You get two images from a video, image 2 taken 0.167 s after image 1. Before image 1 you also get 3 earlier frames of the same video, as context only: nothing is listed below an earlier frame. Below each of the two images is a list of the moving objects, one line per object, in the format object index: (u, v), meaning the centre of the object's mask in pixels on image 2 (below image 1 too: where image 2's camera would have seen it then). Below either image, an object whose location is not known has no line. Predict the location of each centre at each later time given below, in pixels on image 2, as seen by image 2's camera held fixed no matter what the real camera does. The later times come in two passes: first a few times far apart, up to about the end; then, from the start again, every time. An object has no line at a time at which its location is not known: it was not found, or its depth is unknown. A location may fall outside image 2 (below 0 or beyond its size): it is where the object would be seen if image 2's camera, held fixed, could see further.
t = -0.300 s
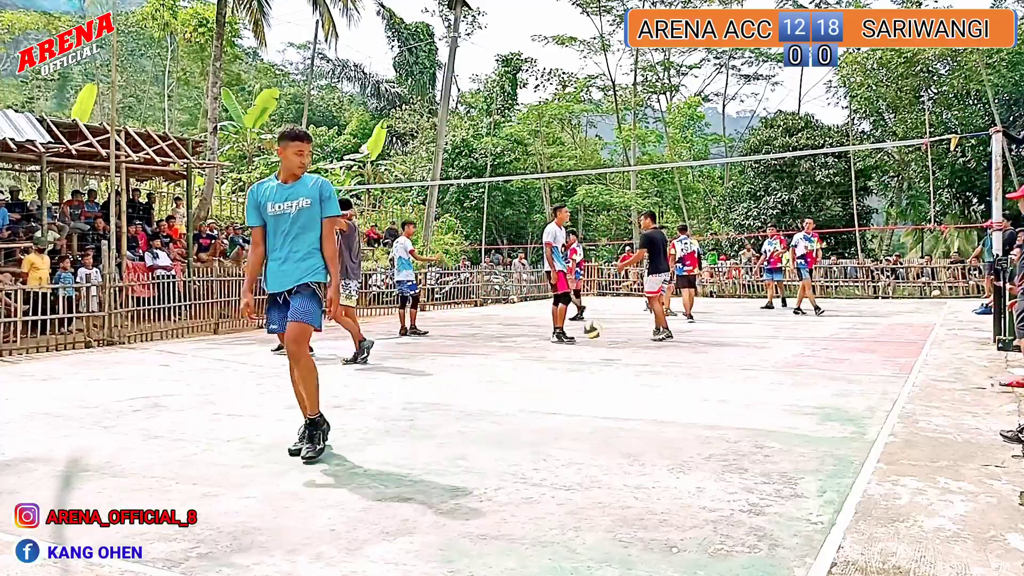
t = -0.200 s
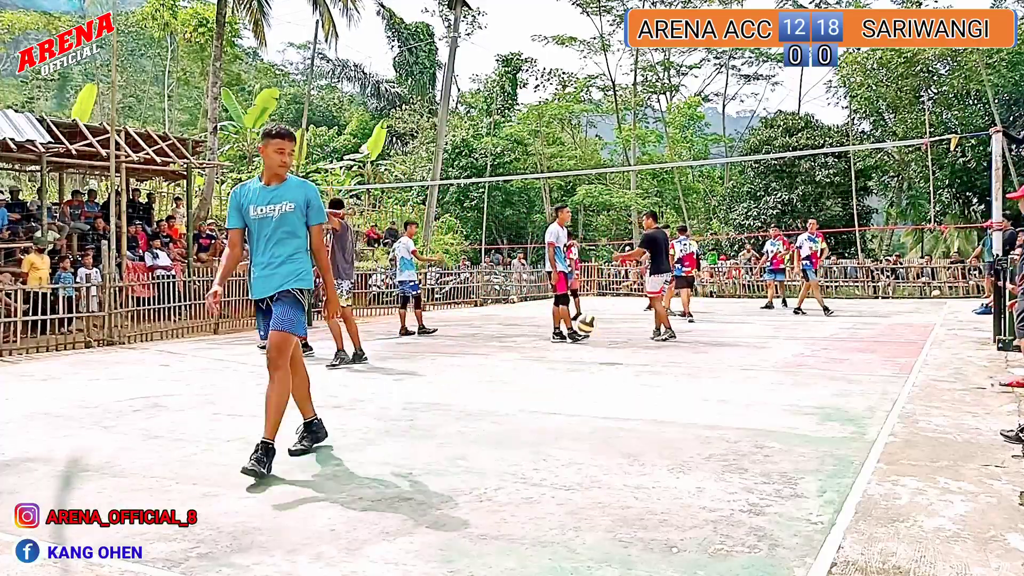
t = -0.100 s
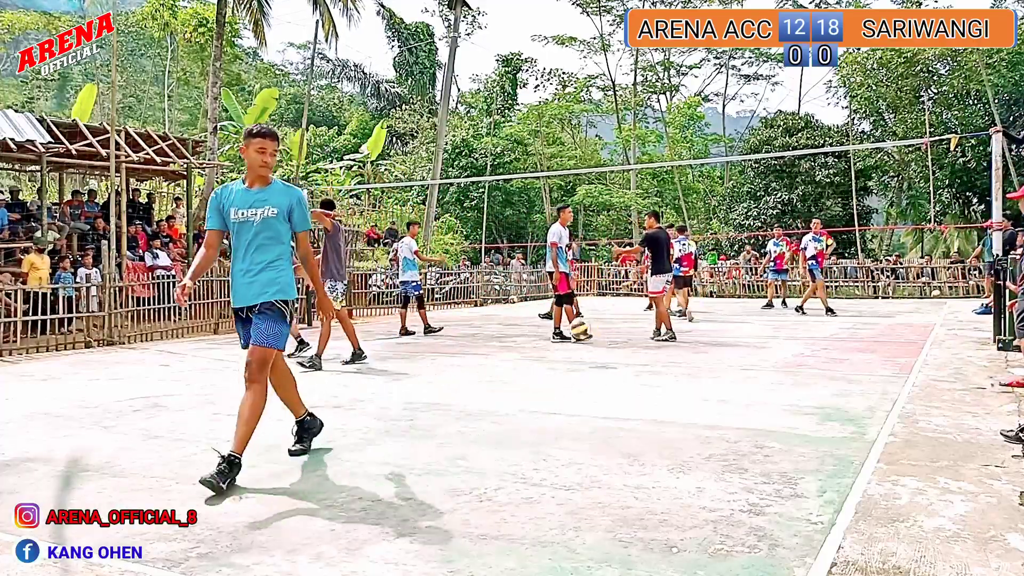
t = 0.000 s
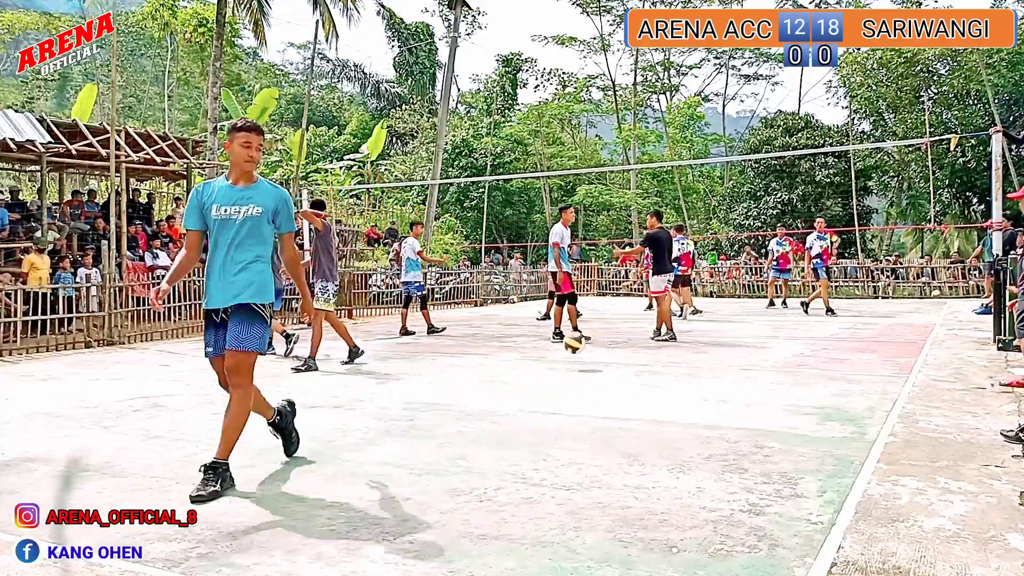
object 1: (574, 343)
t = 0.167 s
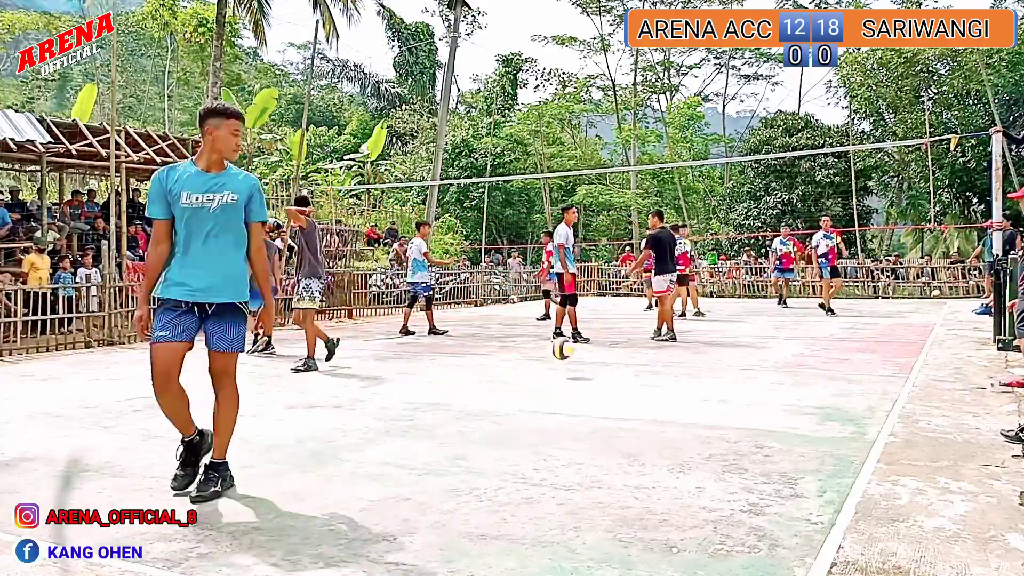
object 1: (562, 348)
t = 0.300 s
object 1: (553, 342)
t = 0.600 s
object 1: (527, 373)
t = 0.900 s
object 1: (495, 399)
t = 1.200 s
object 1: (453, 409)
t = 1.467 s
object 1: (404, 438)
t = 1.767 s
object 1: (326, 486)
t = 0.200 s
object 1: (560, 345)
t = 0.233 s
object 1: (557, 343)
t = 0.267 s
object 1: (555, 340)
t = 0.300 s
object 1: (553, 342)
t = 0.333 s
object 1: (550, 343)
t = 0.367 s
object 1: (547, 346)
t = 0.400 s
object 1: (544, 351)
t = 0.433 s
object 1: (542, 358)
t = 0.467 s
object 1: (540, 364)
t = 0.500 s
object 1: (538, 374)
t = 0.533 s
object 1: (534, 383)
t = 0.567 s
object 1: (530, 378)
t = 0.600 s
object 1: (527, 373)
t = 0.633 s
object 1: (524, 369)
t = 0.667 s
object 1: (521, 368)
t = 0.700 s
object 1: (517, 367)
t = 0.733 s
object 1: (514, 368)
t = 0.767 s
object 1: (510, 372)
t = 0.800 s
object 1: (506, 374)
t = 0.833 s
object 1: (502, 381)
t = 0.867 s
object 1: (498, 389)
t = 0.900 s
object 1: (495, 399)
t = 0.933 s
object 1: (491, 410)
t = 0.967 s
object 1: (486, 404)
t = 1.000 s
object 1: (482, 399)
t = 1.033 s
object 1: (477, 396)
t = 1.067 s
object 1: (472, 394)
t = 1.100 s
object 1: (468, 396)
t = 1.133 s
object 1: (463, 399)
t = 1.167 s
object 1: (459, 403)
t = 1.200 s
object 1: (453, 409)
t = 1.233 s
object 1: (448, 420)
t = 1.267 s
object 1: (442, 430)
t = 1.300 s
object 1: (436, 444)
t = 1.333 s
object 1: (430, 438)
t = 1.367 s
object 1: (424, 435)
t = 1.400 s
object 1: (418, 433)
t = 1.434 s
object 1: (411, 434)
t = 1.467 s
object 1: (404, 438)
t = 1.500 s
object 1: (397, 441)
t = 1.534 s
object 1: (389, 450)
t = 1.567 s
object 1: (381, 461)
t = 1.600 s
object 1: (374, 476)
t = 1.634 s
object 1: (365, 491)
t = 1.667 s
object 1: (357, 486)
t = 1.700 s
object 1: (346, 484)
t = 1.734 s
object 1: (336, 483)
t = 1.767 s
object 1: (326, 486)
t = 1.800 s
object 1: (315, 492)
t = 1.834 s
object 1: (304, 501)
